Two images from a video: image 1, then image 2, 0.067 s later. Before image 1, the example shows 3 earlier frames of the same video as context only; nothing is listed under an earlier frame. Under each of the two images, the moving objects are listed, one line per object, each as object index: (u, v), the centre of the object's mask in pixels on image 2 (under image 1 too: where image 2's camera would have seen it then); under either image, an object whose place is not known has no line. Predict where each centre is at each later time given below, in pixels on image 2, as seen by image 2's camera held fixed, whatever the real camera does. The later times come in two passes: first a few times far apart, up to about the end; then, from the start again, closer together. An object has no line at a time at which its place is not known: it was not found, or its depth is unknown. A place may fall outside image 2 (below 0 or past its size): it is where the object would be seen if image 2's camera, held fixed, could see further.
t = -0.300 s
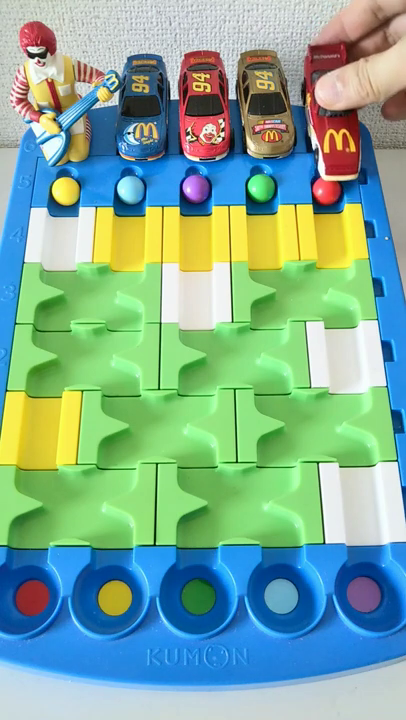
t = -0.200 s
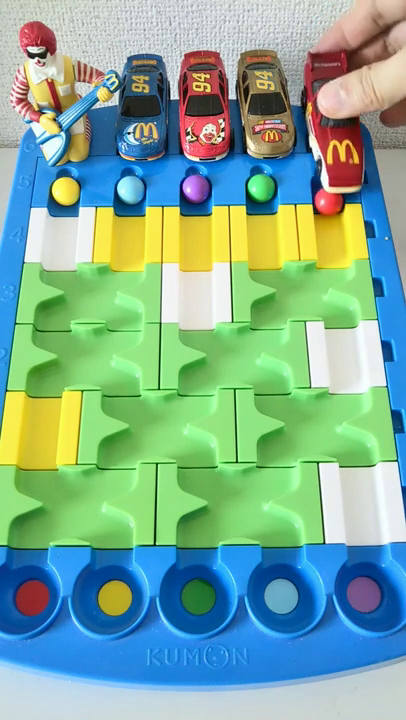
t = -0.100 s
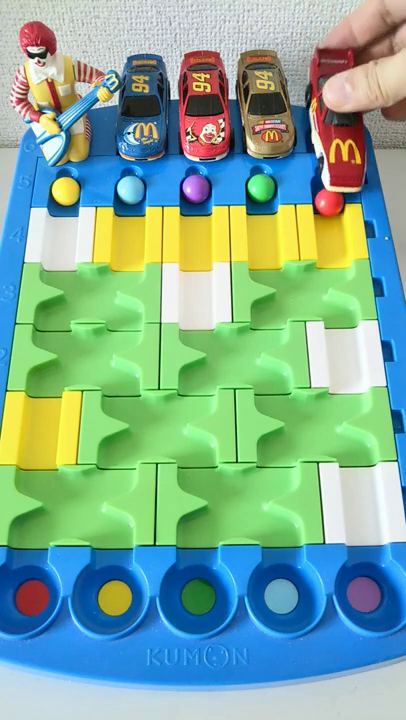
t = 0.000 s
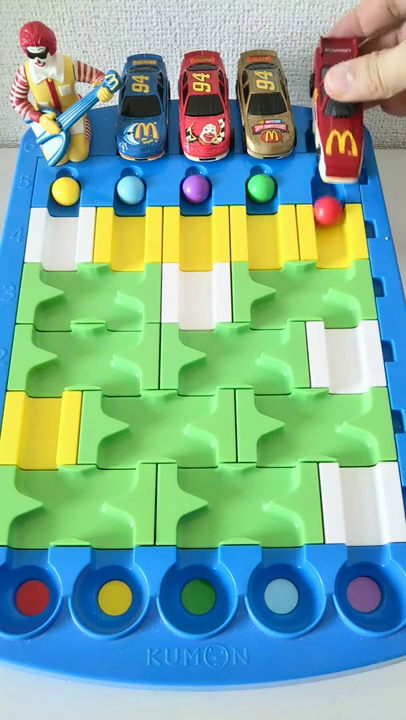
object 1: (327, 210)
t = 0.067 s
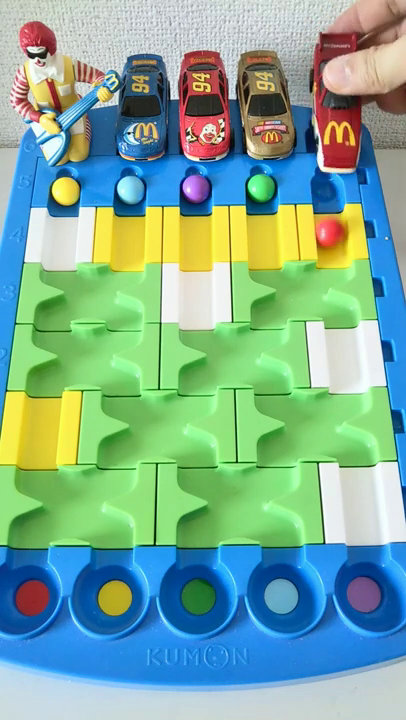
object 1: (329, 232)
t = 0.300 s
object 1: (295, 300)
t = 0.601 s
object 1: (236, 357)
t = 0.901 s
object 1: (190, 405)
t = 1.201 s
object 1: (130, 445)
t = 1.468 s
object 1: (88, 492)
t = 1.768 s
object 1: (29, 537)
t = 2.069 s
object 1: (32, 594)
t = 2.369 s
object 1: (31, 599)
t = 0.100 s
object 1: (330, 246)
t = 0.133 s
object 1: (332, 262)
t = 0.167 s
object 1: (329, 272)
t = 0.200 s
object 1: (320, 276)
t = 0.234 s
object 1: (312, 281)
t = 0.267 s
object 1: (303, 289)
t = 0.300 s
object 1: (295, 300)
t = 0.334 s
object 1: (283, 304)
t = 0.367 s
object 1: (273, 308)
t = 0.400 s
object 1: (265, 315)
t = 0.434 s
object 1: (265, 324)
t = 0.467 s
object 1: (263, 335)
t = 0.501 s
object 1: (257, 338)
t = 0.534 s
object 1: (250, 342)
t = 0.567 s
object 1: (243, 348)
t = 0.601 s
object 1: (236, 357)
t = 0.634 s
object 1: (229, 366)
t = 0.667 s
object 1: (222, 365)
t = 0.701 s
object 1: (216, 368)
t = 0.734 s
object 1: (211, 372)
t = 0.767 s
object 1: (204, 374)
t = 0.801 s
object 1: (198, 379)
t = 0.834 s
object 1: (194, 387)
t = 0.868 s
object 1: (193, 398)
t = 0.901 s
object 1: (190, 405)
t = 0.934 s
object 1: (184, 407)
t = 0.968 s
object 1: (178, 410)
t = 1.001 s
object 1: (171, 415)
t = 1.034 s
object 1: (165, 423)
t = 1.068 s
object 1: (158, 433)
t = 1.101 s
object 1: (152, 438)
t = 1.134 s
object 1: (145, 438)
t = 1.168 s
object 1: (138, 442)
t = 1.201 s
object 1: (130, 445)
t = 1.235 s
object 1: (123, 449)
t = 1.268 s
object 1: (116, 455)
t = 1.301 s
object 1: (113, 464)
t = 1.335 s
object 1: (112, 475)
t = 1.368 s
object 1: (109, 481)
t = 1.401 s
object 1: (102, 483)
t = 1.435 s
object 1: (96, 486)
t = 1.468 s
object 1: (88, 492)
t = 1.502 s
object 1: (82, 500)
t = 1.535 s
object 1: (74, 510)
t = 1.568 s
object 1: (67, 518)
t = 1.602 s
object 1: (62, 517)
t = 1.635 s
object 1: (56, 520)
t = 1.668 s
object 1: (51, 524)
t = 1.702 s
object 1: (43, 526)
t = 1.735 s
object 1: (37, 530)
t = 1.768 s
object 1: (29, 537)
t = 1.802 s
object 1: (26, 545)
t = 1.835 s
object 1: (28, 556)
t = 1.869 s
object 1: (27, 571)
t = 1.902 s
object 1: (29, 592)
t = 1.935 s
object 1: (25, 605)
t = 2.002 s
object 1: (27, 602)
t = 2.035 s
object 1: (30, 596)
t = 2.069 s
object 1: (32, 594)
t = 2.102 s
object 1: (32, 596)
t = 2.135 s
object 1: (31, 599)
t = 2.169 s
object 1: (28, 600)
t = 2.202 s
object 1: (23, 599)
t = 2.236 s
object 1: (23, 598)
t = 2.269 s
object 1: (23, 599)
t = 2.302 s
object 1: (28, 600)
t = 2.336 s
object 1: (30, 600)
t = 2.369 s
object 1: (31, 599)
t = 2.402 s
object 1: (31, 599)
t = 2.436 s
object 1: (30, 600)
